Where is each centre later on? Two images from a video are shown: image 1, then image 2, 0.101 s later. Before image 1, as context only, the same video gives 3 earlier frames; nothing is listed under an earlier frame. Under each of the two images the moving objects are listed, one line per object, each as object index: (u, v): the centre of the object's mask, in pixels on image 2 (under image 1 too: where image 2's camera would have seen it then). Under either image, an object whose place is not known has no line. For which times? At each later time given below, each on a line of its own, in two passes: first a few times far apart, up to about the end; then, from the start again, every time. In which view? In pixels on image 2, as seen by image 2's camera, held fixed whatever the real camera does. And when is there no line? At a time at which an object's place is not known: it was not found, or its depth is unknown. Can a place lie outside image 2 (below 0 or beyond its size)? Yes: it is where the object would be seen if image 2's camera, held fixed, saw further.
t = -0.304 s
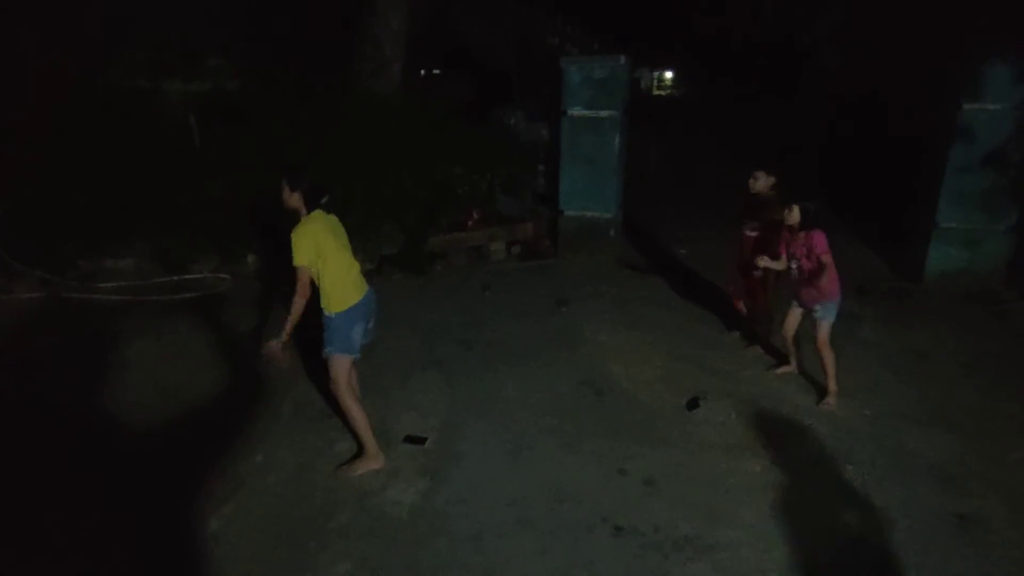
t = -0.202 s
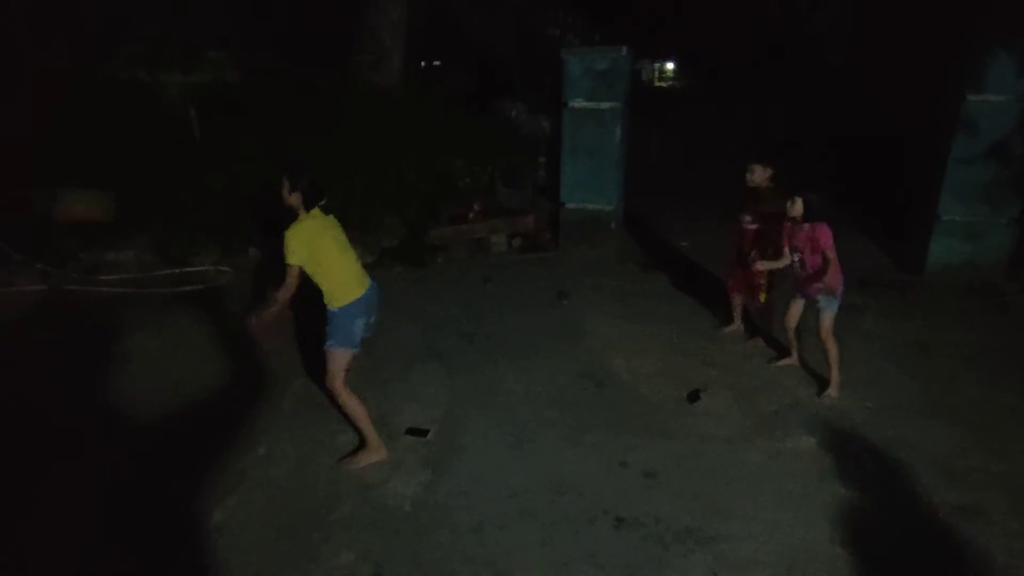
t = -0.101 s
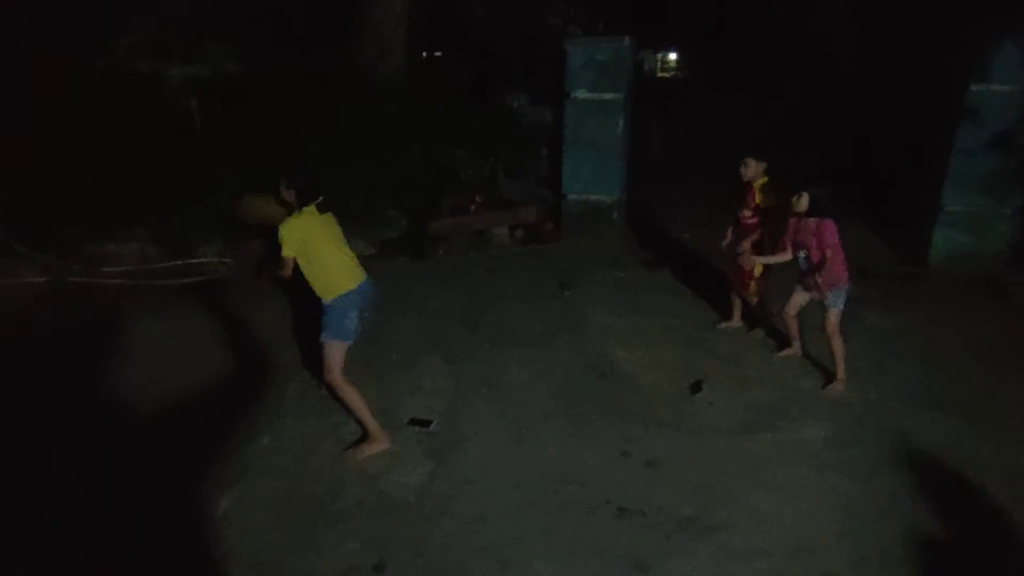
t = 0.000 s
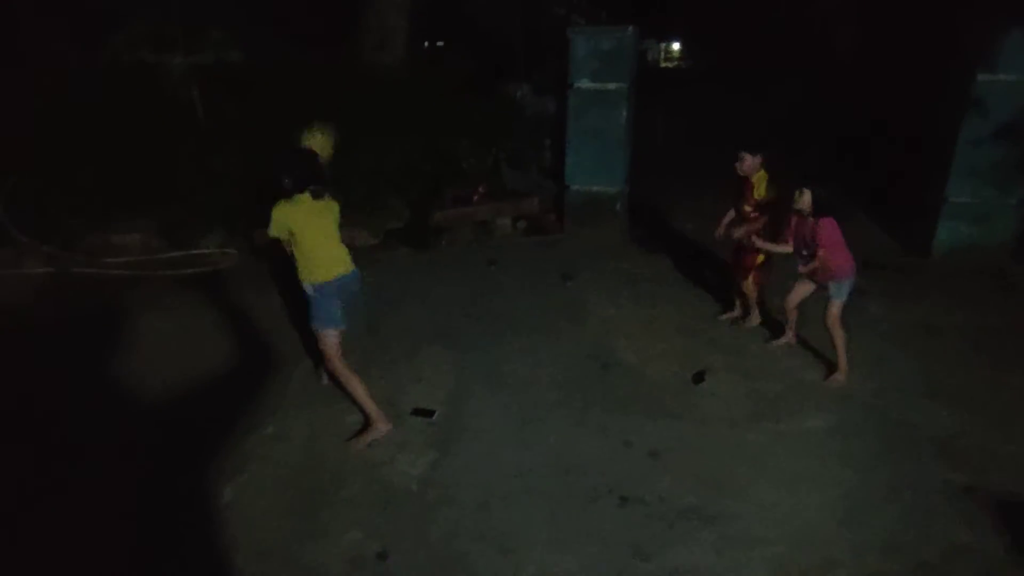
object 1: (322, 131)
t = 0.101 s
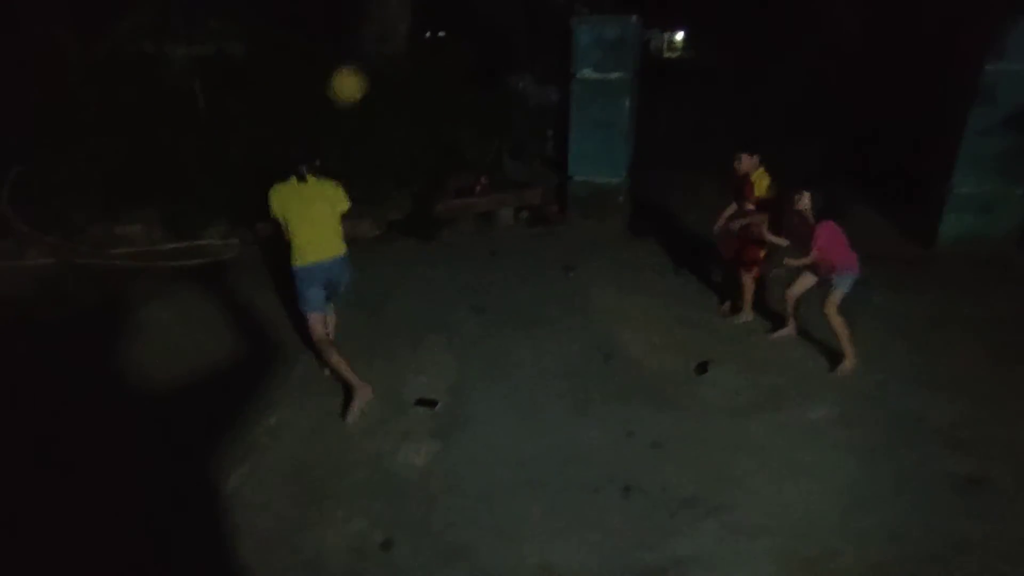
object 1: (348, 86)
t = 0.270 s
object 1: (399, 39)
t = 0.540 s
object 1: (489, 75)
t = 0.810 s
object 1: (560, 230)
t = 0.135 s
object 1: (358, 72)
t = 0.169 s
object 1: (368, 61)
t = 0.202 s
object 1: (378, 52)
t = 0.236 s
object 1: (389, 46)
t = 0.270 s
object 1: (399, 39)
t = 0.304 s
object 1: (409, 38)
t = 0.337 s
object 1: (421, 39)
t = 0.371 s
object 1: (433, 42)
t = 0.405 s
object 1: (444, 46)
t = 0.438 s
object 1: (456, 52)
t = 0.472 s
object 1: (467, 58)
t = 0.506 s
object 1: (478, 64)
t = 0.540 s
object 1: (489, 75)
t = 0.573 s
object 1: (498, 91)
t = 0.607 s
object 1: (507, 106)
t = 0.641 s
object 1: (517, 123)
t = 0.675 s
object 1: (527, 141)
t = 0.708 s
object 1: (537, 161)
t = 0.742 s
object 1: (545, 183)
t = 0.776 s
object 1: (552, 205)
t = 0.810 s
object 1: (560, 230)
